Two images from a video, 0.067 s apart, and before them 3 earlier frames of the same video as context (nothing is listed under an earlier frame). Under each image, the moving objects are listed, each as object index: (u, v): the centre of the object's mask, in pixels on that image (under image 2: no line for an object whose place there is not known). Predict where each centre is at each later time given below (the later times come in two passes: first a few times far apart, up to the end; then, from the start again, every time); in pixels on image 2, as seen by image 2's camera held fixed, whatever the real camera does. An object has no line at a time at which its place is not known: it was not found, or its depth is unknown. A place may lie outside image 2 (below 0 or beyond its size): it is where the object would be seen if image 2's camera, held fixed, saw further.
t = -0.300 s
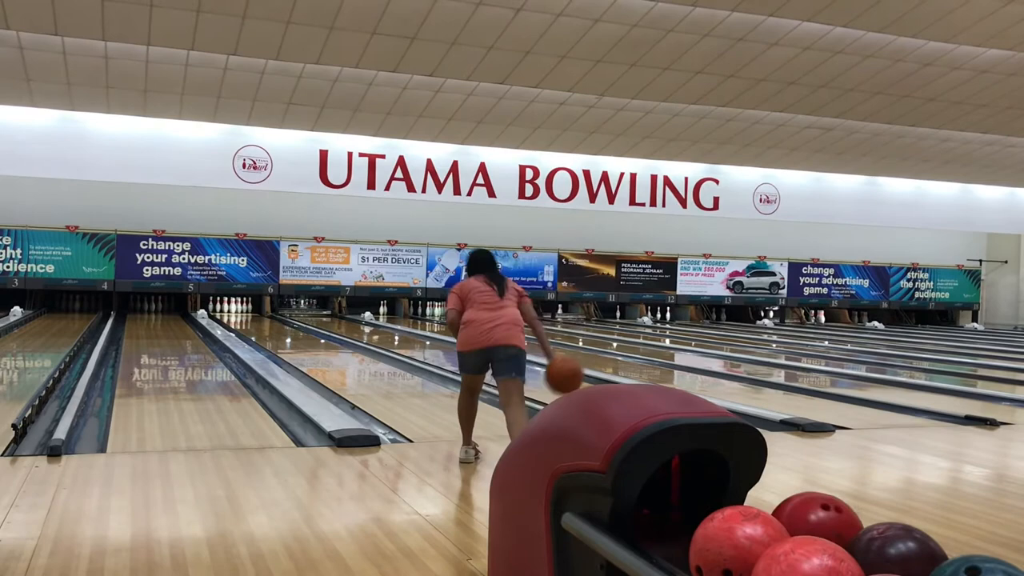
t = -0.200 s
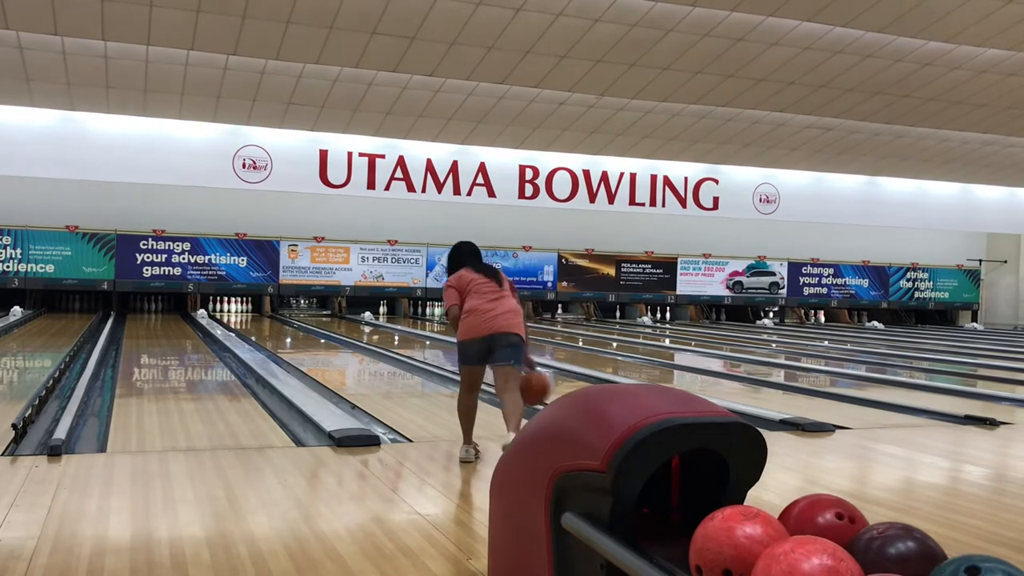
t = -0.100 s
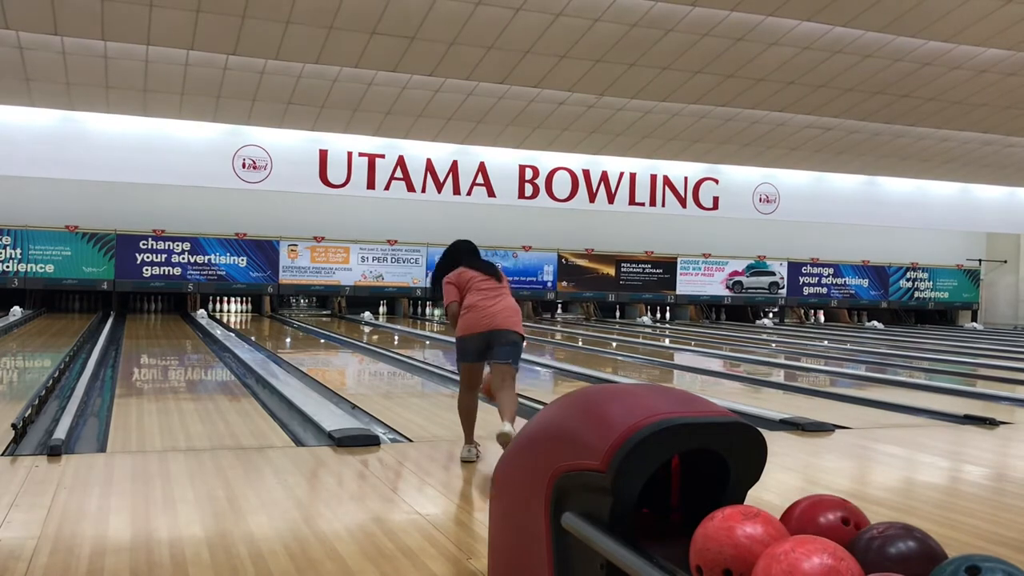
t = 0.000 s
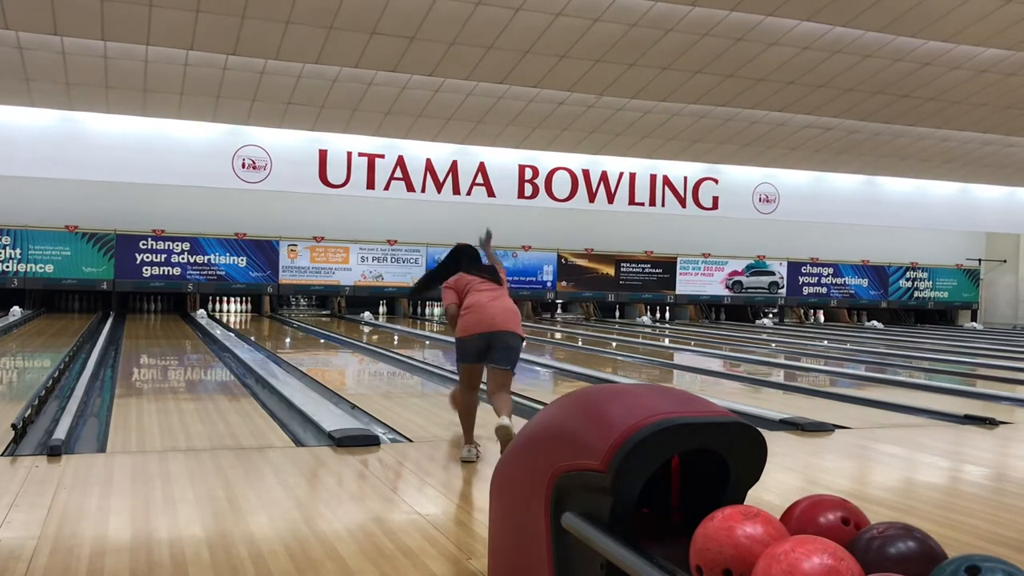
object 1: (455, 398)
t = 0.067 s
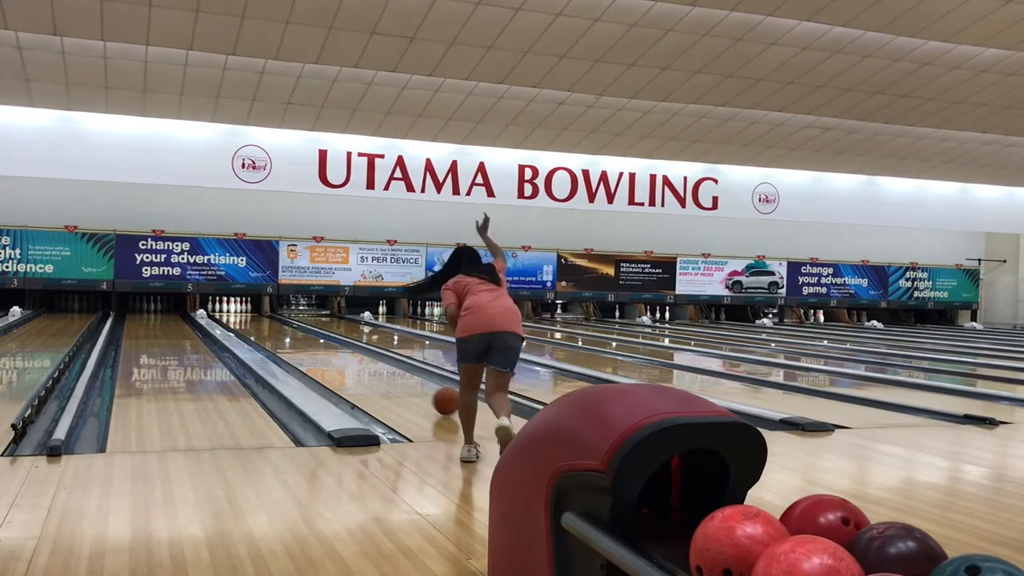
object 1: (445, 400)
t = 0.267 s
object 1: (403, 384)
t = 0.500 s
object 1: (366, 368)
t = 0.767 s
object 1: (333, 355)
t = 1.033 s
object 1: (309, 345)
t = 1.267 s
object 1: (291, 338)
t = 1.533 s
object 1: (275, 331)
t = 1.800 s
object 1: (262, 326)
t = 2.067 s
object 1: (252, 322)
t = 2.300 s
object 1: (242, 319)
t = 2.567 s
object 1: (235, 315)
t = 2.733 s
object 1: (230, 313)
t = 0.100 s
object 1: (438, 397)
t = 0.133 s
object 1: (430, 395)
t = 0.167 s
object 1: (423, 392)
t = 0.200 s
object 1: (416, 389)
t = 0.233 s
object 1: (410, 387)
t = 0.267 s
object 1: (403, 384)
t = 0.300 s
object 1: (397, 381)
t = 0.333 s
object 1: (391, 379)
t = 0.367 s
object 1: (386, 377)
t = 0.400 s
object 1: (381, 374)
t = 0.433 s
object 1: (376, 372)
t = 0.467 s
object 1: (370, 370)
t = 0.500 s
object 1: (366, 368)
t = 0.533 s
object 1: (361, 366)
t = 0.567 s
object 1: (357, 364)
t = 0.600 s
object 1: (352, 362)
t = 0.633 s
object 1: (348, 361)
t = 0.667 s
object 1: (344, 359)
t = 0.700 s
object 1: (341, 358)
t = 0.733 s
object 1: (337, 357)
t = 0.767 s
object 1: (333, 355)
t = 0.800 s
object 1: (330, 354)
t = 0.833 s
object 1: (326, 352)
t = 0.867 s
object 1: (323, 351)
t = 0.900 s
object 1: (320, 350)
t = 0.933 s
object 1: (316, 349)
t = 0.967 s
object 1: (314, 348)
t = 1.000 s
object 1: (312, 346)
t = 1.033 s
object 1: (309, 345)
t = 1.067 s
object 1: (305, 344)
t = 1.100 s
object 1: (303, 343)
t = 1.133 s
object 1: (301, 342)
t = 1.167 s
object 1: (298, 341)
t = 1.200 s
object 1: (296, 340)
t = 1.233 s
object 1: (293, 339)
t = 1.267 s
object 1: (291, 338)
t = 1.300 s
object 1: (289, 338)
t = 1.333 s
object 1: (287, 336)
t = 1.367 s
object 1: (285, 336)
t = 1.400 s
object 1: (283, 335)
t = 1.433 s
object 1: (280, 333)
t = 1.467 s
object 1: (279, 333)
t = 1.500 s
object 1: (277, 332)
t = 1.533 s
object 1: (275, 331)
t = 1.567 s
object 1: (273, 331)
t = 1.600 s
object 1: (271, 330)
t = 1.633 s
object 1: (270, 330)
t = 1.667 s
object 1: (268, 329)
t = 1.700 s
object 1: (267, 328)
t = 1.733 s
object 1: (265, 328)
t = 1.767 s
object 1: (263, 327)
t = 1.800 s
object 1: (262, 326)
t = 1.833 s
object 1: (261, 326)
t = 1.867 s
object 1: (259, 325)
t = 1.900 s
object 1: (257, 325)
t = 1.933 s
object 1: (256, 324)
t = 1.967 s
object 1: (255, 324)
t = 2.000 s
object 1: (254, 324)
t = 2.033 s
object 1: (253, 323)
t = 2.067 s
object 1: (252, 322)
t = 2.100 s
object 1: (249, 322)
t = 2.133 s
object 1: (248, 321)
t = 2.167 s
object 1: (247, 321)
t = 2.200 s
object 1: (247, 320)
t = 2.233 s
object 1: (245, 319)
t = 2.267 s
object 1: (244, 319)
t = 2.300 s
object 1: (242, 319)
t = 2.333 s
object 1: (242, 319)
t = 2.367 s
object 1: (241, 318)
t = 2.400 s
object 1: (240, 318)
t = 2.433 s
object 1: (239, 317)
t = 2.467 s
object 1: (238, 316)
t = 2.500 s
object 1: (237, 316)
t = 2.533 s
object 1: (236, 316)
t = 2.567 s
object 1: (235, 315)
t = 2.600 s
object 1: (234, 315)
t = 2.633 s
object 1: (233, 314)
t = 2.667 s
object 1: (233, 314)
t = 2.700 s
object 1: (231, 313)
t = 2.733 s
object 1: (230, 313)
